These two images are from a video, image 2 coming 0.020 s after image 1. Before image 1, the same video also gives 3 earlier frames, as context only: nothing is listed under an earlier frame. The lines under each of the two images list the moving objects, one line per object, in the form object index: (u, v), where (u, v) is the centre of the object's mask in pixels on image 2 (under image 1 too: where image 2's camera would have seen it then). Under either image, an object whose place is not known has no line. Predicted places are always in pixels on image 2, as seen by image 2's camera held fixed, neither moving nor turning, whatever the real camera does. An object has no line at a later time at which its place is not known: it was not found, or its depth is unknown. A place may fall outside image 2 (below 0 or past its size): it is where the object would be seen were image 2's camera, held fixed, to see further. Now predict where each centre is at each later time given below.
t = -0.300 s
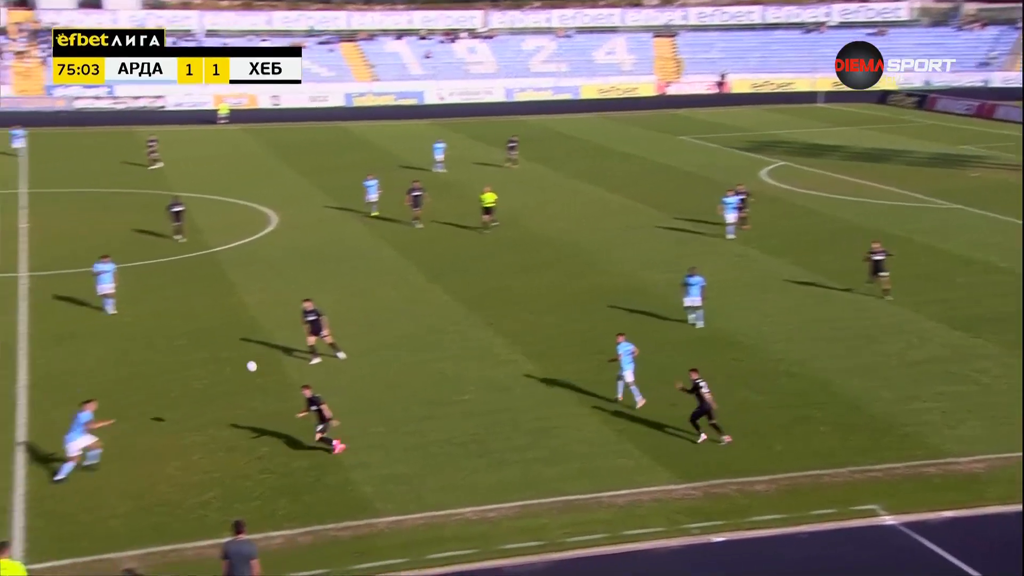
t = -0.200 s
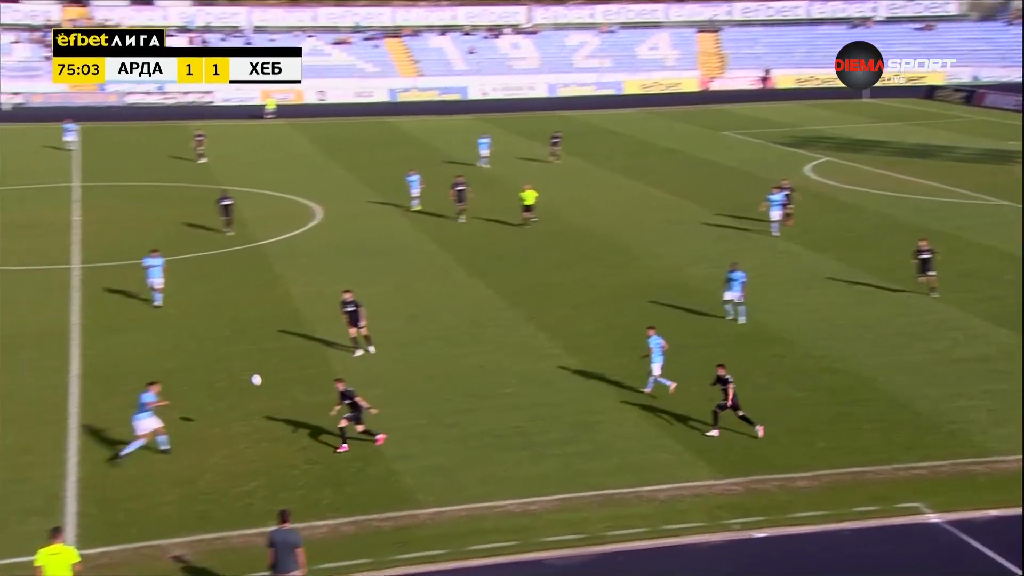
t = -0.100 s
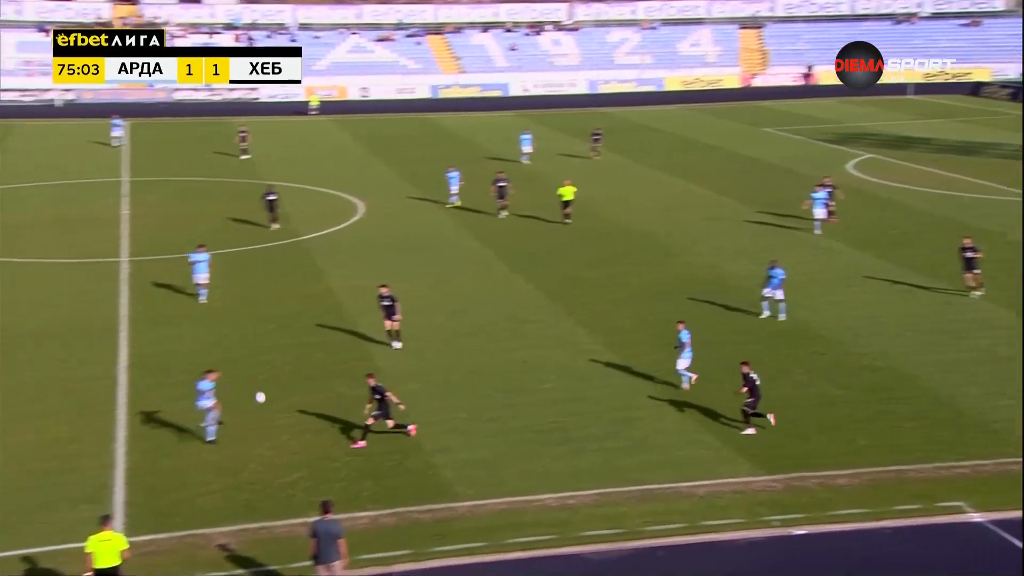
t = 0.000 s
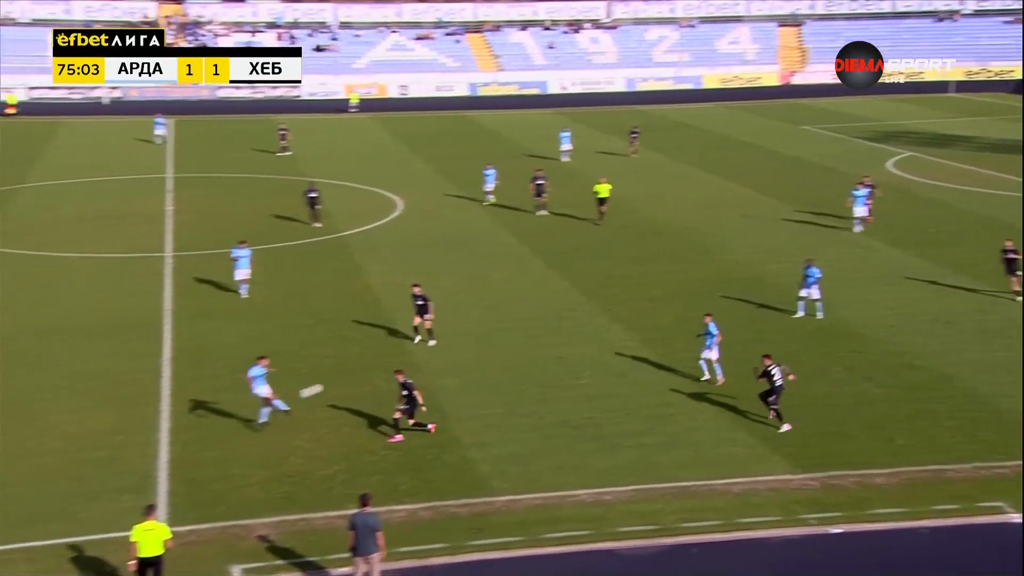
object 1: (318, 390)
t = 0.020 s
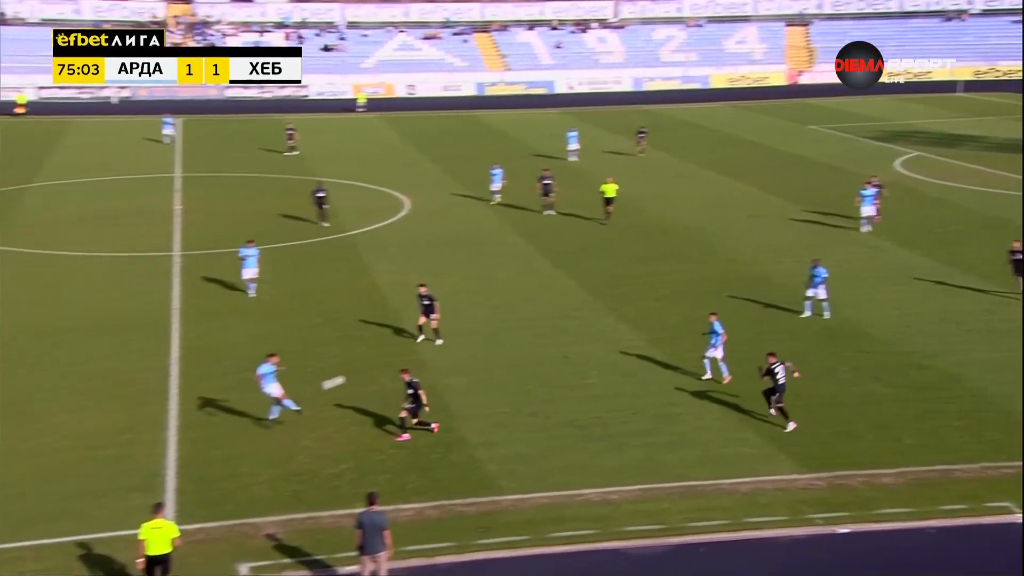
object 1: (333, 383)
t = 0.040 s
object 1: (347, 376)
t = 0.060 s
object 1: (361, 369)
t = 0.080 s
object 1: (375, 363)
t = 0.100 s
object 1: (389, 357)
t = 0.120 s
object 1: (402, 351)
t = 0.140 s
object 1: (415, 346)
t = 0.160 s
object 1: (429, 340)
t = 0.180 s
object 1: (443, 334)
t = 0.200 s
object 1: (455, 330)
